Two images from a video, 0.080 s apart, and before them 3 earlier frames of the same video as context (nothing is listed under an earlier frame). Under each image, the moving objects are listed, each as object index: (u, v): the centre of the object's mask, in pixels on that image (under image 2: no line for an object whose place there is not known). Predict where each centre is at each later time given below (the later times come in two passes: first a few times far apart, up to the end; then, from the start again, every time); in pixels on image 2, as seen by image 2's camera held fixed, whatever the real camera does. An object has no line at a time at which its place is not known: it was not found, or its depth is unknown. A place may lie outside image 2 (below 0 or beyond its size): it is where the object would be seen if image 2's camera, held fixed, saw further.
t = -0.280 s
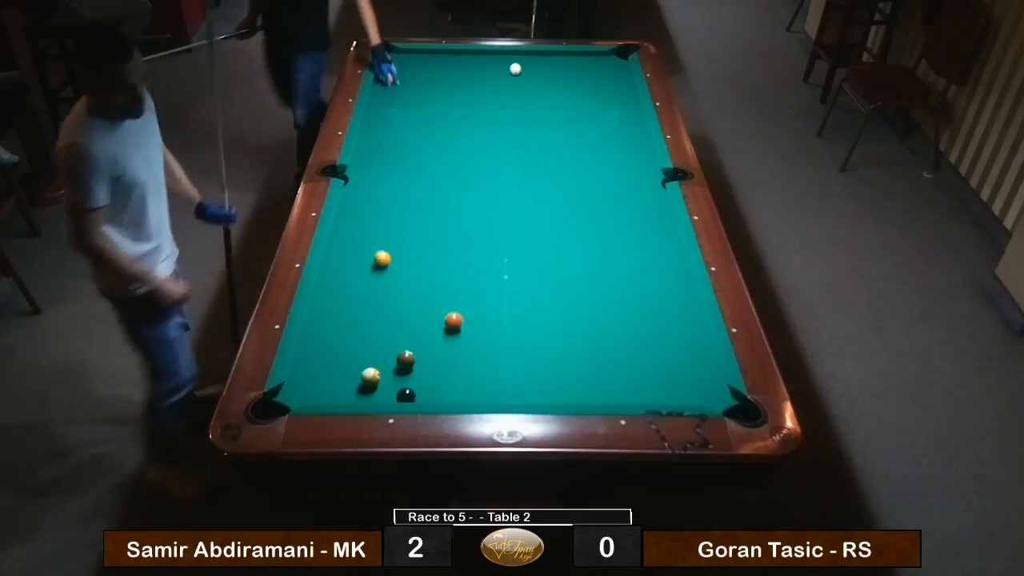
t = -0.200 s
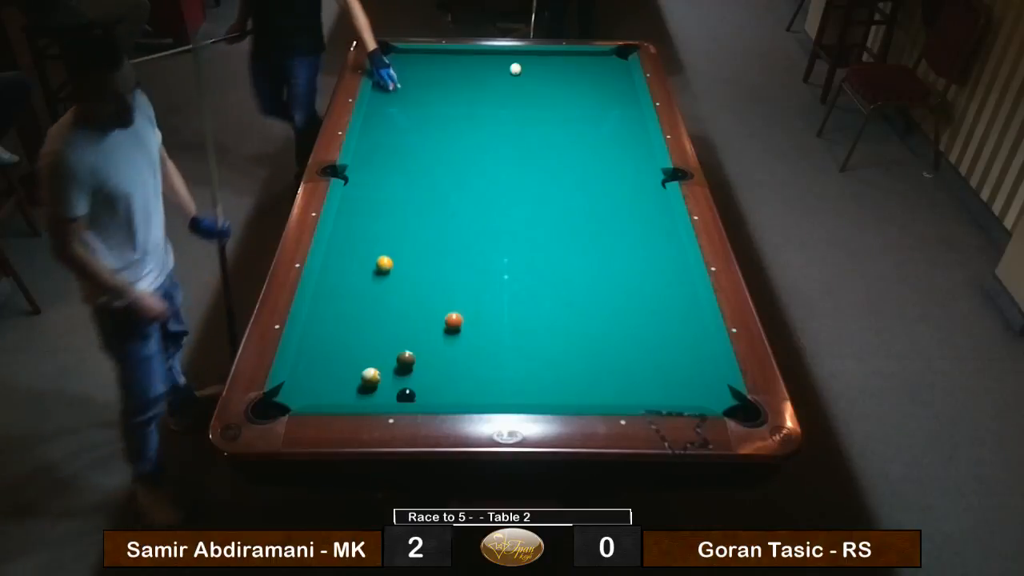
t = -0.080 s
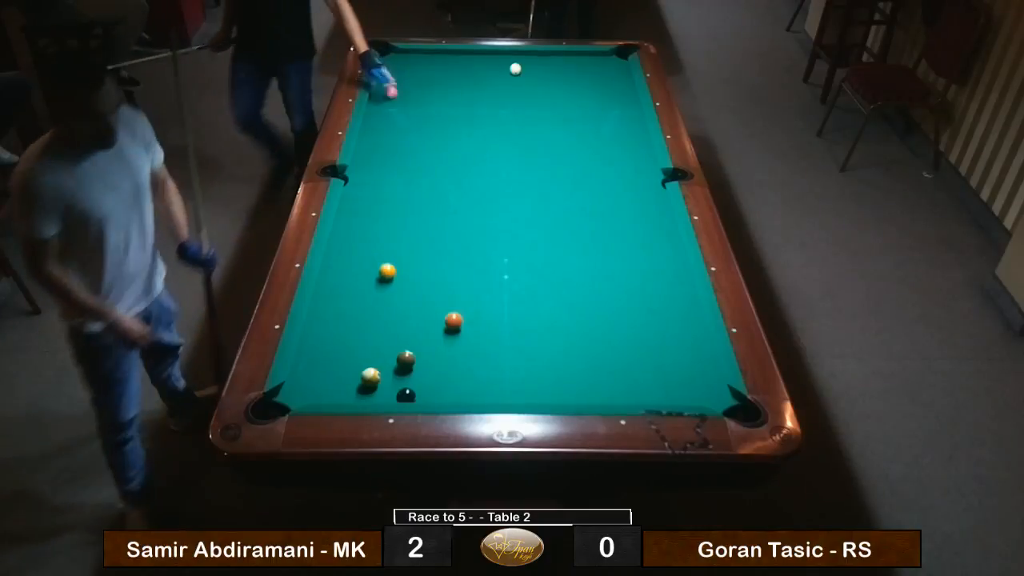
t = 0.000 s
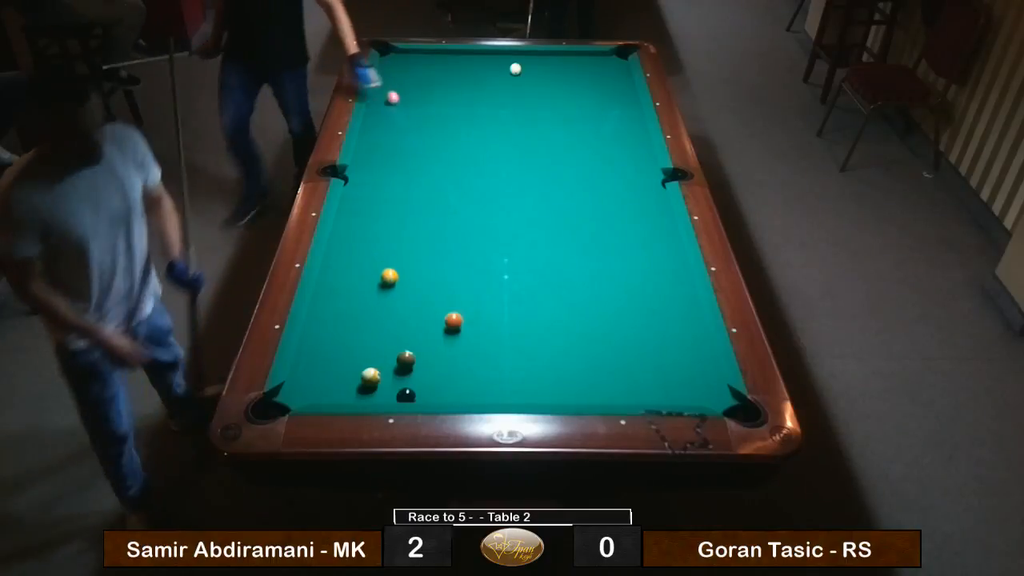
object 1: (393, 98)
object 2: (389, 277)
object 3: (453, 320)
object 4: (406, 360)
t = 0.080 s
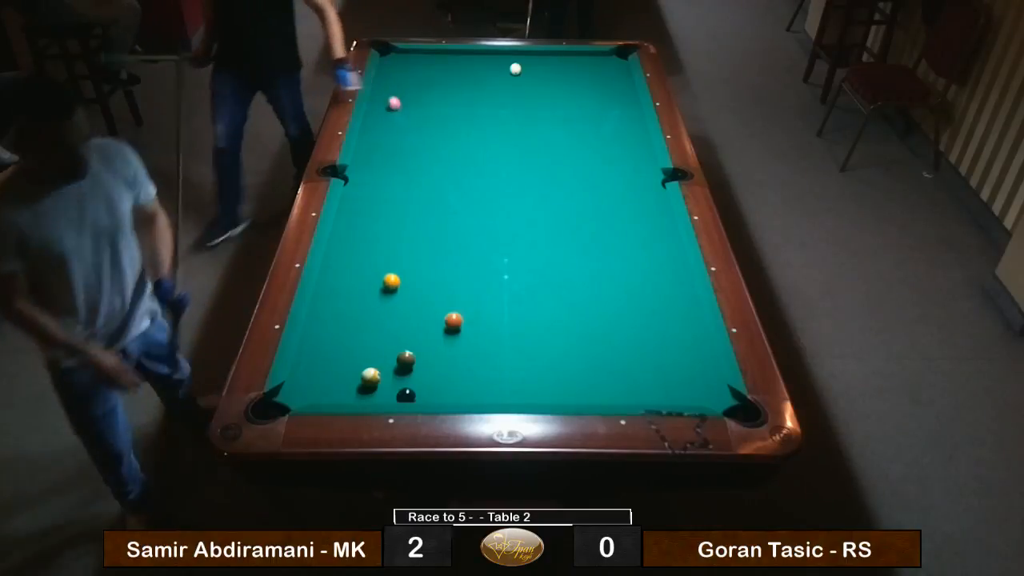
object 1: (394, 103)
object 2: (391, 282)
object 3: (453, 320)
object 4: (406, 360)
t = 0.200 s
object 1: (396, 113)
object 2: (394, 289)
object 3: (453, 321)
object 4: (406, 360)
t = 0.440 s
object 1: (401, 131)
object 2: (400, 304)
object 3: (453, 320)
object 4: (406, 360)
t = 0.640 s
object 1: (405, 147)
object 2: (405, 316)
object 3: (453, 320)
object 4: (406, 360)
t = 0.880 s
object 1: (409, 166)
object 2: (410, 330)
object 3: (453, 320)
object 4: (406, 360)
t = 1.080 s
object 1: (413, 183)
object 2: (415, 341)
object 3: (453, 320)
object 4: (406, 360)
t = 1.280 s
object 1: (418, 200)
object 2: (421, 351)
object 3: (453, 321)
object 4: (405, 361)
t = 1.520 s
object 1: (423, 222)
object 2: (430, 358)
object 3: (453, 321)
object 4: (401, 364)
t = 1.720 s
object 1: (427, 241)
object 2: (438, 364)
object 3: (453, 320)
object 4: (399, 366)
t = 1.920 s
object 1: (431, 260)
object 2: (444, 369)
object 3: (453, 321)
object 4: (398, 368)
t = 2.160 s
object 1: (437, 284)
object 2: (451, 375)
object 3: (453, 321)
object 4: (398, 369)
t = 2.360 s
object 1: (442, 304)
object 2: (456, 379)
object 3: (453, 321)
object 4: (398, 369)
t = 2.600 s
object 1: (438, 318)
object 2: (461, 382)
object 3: (463, 330)
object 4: (398, 368)
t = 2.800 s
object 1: (432, 326)
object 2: (464, 385)
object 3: (473, 341)
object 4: (398, 368)
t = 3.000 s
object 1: (426, 333)
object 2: (467, 387)
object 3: (482, 351)
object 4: (398, 368)
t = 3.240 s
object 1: (419, 341)
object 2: (469, 388)
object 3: (492, 363)
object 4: (398, 369)
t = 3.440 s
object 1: (414, 347)
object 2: (470, 388)
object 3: (500, 373)
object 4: (398, 369)
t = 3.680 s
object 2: (470, 388)
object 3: (510, 383)
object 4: (398, 368)
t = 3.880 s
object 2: (470, 388)
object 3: (517, 390)
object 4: (397, 369)
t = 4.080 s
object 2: (470, 388)
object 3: (523, 395)
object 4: (396, 373)
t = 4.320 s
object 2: (470, 388)
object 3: (527, 392)
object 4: (394, 374)
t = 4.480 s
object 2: (470, 388)
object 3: (529, 391)
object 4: (394, 375)
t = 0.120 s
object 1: (395, 107)
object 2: (392, 284)
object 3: (453, 320)
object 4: (406, 360)
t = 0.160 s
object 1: (395, 109)
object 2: (393, 287)
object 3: (453, 320)
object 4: (406, 360)
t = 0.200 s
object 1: (396, 113)
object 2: (394, 289)
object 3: (453, 321)
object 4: (406, 360)
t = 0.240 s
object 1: (397, 115)
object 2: (395, 292)
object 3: (453, 320)
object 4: (406, 360)
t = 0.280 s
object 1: (398, 118)
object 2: (396, 294)
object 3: (453, 320)
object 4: (406, 360)
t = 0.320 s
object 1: (398, 121)
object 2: (397, 297)
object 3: (453, 321)
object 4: (406, 360)
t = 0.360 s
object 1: (399, 125)
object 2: (398, 299)
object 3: (453, 320)
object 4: (406, 360)
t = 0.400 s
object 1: (400, 128)
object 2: (399, 302)
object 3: (453, 320)
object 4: (406, 360)
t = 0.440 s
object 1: (401, 131)
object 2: (400, 304)
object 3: (453, 320)
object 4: (406, 360)
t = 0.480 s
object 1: (402, 134)
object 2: (401, 307)
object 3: (453, 320)
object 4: (406, 360)
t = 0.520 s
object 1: (402, 137)
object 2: (402, 309)
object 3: (453, 320)
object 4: (406, 360)
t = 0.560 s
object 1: (403, 140)
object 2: (403, 311)
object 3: (453, 320)
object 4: (406, 360)
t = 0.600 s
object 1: (404, 143)
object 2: (404, 315)
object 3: (453, 320)
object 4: (406, 360)
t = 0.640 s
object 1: (405, 147)
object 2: (405, 316)
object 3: (453, 320)
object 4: (406, 360)
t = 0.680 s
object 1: (405, 150)
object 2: (406, 319)
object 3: (453, 320)
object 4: (406, 360)
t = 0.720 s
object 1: (406, 153)
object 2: (407, 321)
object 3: (453, 320)
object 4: (406, 360)
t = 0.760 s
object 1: (407, 156)
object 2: (407, 324)
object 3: (453, 320)
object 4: (406, 360)
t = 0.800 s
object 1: (408, 159)
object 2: (409, 326)
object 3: (453, 320)
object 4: (406, 360)
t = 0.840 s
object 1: (408, 163)
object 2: (410, 328)
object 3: (453, 320)
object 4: (406, 360)
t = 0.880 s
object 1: (409, 166)
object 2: (410, 330)
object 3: (453, 320)
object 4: (406, 360)
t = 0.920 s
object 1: (410, 169)
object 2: (412, 333)
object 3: (453, 321)
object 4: (406, 360)
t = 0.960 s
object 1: (411, 173)
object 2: (412, 335)
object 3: (453, 320)
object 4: (406, 360)
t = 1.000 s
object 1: (412, 176)
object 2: (413, 337)
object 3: (453, 320)
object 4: (405, 360)
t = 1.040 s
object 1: (413, 179)
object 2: (414, 340)
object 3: (453, 321)
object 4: (406, 360)
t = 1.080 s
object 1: (413, 183)
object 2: (415, 341)
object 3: (453, 320)
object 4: (406, 360)
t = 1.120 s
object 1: (414, 187)
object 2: (416, 344)
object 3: (453, 321)
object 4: (406, 360)
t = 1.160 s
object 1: (415, 190)
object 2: (417, 345)
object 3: (453, 320)
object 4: (406, 360)
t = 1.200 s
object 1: (416, 193)
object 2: (418, 347)
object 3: (453, 321)
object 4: (405, 359)
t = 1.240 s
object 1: (417, 197)
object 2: (419, 349)
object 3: (453, 321)
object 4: (405, 360)
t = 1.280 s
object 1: (418, 200)
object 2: (421, 351)
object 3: (453, 321)
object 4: (405, 361)
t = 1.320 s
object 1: (418, 204)
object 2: (422, 352)
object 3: (453, 321)
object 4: (404, 361)
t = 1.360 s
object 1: (419, 207)
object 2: (424, 353)
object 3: (453, 321)
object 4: (404, 362)
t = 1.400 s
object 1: (420, 211)
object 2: (425, 355)
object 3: (453, 321)
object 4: (403, 362)
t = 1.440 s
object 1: (421, 214)
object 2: (427, 356)
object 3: (453, 321)
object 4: (402, 363)
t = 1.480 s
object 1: (422, 218)
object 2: (429, 357)
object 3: (453, 320)
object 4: (402, 364)
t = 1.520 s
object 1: (423, 222)
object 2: (430, 358)
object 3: (453, 321)
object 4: (401, 364)
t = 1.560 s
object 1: (423, 226)
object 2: (432, 359)
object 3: (453, 320)
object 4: (401, 365)
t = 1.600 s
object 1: (424, 229)
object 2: (433, 361)
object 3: (453, 321)
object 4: (400, 365)
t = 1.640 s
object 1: (425, 233)
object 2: (435, 362)
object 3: (453, 320)
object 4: (400, 366)
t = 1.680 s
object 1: (426, 237)
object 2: (436, 363)
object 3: (453, 321)
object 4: (400, 366)
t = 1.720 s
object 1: (427, 241)
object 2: (438, 364)
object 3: (453, 320)
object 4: (399, 366)
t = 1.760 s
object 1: (428, 244)
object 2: (439, 365)
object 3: (453, 321)
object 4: (399, 367)
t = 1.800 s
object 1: (429, 248)
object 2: (440, 366)
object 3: (453, 321)
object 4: (399, 367)
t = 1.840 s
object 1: (429, 252)
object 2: (442, 367)
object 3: (453, 321)
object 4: (399, 367)
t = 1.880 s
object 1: (431, 256)
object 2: (443, 368)
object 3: (453, 321)
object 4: (398, 367)
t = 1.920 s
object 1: (431, 260)
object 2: (444, 369)
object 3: (453, 321)
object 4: (398, 368)
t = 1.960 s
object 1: (432, 264)
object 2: (446, 370)
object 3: (453, 321)
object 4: (398, 368)
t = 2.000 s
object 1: (433, 268)
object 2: (447, 371)
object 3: (453, 321)
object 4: (398, 368)
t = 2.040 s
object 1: (434, 272)
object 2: (448, 372)
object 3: (453, 321)
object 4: (398, 368)
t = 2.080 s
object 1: (435, 275)
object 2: (449, 373)
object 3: (453, 321)
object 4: (398, 368)
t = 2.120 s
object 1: (436, 280)
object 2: (450, 374)
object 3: (453, 321)
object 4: (398, 369)
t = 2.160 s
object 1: (437, 284)
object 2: (451, 375)
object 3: (453, 321)
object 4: (398, 369)
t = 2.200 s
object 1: (438, 287)
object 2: (452, 376)
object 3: (453, 321)
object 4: (398, 369)
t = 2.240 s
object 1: (439, 292)
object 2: (453, 376)
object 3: (453, 321)
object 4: (398, 369)
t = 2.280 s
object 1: (440, 296)
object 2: (454, 377)
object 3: (453, 321)
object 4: (398, 369)
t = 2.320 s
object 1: (441, 300)
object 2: (455, 378)
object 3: (453, 321)
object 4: (398, 368)
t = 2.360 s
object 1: (442, 304)
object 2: (456, 379)
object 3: (453, 321)
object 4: (398, 369)
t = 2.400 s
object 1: (443, 307)
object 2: (457, 379)
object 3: (453, 321)
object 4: (398, 369)
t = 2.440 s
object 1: (443, 311)
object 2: (458, 380)
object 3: (454, 322)
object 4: (398, 369)
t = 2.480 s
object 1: (442, 313)
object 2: (459, 381)
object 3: (456, 324)
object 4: (398, 368)
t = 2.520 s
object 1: (440, 315)
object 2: (459, 381)
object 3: (459, 325)
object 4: (398, 368)
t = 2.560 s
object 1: (439, 316)
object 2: (460, 382)
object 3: (461, 328)
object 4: (398, 368)
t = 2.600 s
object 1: (438, 318)
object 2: (461, 382)
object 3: (463, 330)
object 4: (398, 368)
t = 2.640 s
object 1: (436, 320)
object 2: (462, 383)
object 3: (465, 332)
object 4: (398, 368)
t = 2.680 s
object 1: (435, 321)
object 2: (462, 384)
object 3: (467, 334)
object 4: (398, 368)
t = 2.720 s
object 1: (434, 323)
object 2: (463, 385)
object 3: (469, 337)
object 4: (398, 368)
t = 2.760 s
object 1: (433, 324)
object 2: (463, 385)
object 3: (470, 339)
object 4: (398, 368)
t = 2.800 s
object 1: (432, 326)
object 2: (464, 385)
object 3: (473, 341)
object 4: (398, 368)
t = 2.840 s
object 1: (430, 327)
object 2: (465, 385)
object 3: (474, 343)
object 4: (398, 368)
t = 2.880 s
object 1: (429, 329)
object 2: (465, 386)
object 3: (476, 345)
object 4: (398, 368)
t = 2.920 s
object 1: (428, 330)
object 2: (466, 387)
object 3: (478, 348)
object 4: (398, 368)
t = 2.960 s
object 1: (427, 332)
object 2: (466, 387)
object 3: (480, 350)
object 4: (398, 368)
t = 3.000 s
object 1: (426, 333)
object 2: (467, 387)
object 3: (482, 351)
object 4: (398, 368)
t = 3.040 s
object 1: (425, 334)
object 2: (467, 387)
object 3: (484, 353)
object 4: (398, 368)
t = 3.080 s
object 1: (424, 336)
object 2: (467, 387)
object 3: (486, 355)
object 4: (398, 368)
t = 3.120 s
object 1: (423, 337)
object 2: (468, 387)
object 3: (487, 357)
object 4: (398, 368)
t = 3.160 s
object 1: (421, 339)
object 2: (468, 388)
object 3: (489, 359)
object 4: (398, 368)
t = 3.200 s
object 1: (420, 340)
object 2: (469, 388)
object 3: (491, 361)
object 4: (398, 368)
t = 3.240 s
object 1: (419, 341)
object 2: (469, 388)
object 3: (492, 363)
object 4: (398, 369)
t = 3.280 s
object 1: (418, 342)
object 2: (469, 388)
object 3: (494, 365)
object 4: (398, 368)
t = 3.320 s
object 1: (417, 343)
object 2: (469, 388)
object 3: (496, 367)
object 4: (398, 369)
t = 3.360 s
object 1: (416, 345)
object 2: (470, 388)
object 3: (497, 369)
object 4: (398, 369)
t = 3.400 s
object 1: (415, 346)
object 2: (470, 388)
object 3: (499, 370)
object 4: (398, 369)
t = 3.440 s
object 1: (414, 347)
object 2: (470, 388)
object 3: (500, 373)
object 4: (398, 369)
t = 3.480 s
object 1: (413, 348)
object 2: (470, 388)
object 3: (502, 374)
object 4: (398, 368)
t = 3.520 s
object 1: (413, 348)
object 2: (470, 388)
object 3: (504, 376)
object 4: (399, 367)
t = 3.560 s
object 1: (412, 350)
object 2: (470, 388)
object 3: (505, 378)
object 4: (398, 369)
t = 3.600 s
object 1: (411, 351)
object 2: (470, 388)
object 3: (507, 380)
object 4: (398, 368)
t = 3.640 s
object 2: (470, 388)
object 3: (508, 381)
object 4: (398, 368)
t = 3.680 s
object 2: (470, 388)
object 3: (510, 383)
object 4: (398, 368)
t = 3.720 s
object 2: (470, 388)
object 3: (511, 385)
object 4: (398, 368)
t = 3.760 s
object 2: (470, 388)
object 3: (512, 387)
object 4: (398, 368)
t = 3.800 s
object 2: (470, 388)
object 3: (514, 387)
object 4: (398, 368)
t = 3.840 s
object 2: (470, 388)
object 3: (515, 389)
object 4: (398, 369)
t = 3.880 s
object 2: (470, 388)
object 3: (517, 390)
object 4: (397, 369)
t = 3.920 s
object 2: (470, 388)
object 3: (518, 392)
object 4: (397, 369)
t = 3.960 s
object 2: (470, 388)
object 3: (519, 393)
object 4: (397, 370)
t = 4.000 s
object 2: (470, 388)
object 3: (521, 395)
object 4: (396, 370)
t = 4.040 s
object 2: (470, 389)
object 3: (522, 396)
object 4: (396, 372)
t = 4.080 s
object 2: (470, 388)
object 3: (523, 395)
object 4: (396, 373)
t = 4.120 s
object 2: (470, 388)
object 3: (524, 395)
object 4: (395, 373)
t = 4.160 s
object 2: (470, 389)
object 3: (524, 394)
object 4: (395, 373)
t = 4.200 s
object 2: (470, 388)
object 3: (525, 394)
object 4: (395, 373)
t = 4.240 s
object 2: (470, 388)
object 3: (526, 393)
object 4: (395, 374)
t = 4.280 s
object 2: (470, 388)
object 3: (526, 393)
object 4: (394, 374)
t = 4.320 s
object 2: (470, 388)
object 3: (527, 392)
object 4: (394, 374)
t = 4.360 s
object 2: (470, 388)
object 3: (527, 392)
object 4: (394, 375)
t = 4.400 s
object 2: (470, 388)
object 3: (528, 392)
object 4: (394, 375)
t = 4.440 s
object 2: (470, 388)
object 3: (528, 392)
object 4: (394, 375)
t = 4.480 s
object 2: (470, 388)
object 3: (529, 391)
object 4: (394, 375)
